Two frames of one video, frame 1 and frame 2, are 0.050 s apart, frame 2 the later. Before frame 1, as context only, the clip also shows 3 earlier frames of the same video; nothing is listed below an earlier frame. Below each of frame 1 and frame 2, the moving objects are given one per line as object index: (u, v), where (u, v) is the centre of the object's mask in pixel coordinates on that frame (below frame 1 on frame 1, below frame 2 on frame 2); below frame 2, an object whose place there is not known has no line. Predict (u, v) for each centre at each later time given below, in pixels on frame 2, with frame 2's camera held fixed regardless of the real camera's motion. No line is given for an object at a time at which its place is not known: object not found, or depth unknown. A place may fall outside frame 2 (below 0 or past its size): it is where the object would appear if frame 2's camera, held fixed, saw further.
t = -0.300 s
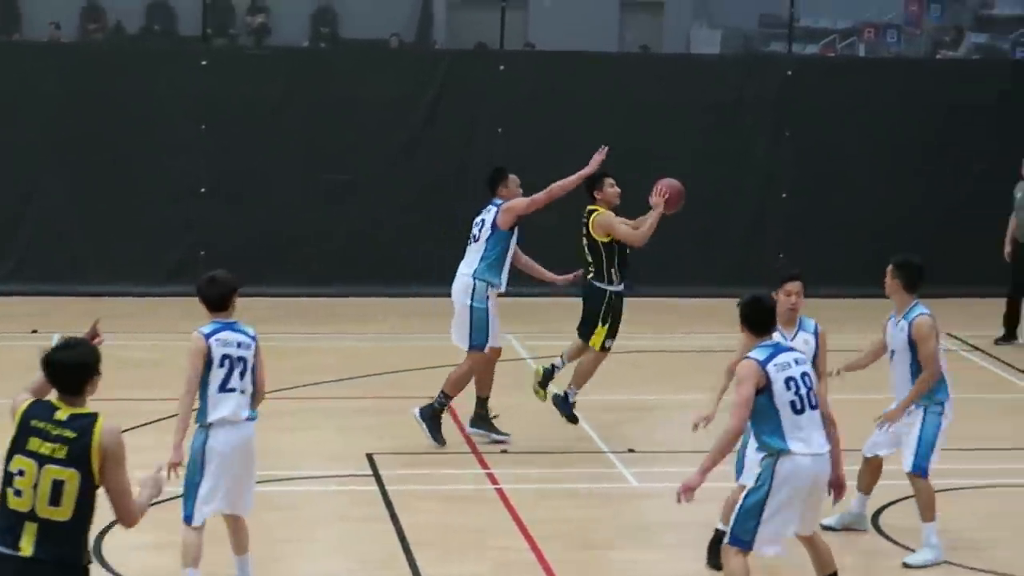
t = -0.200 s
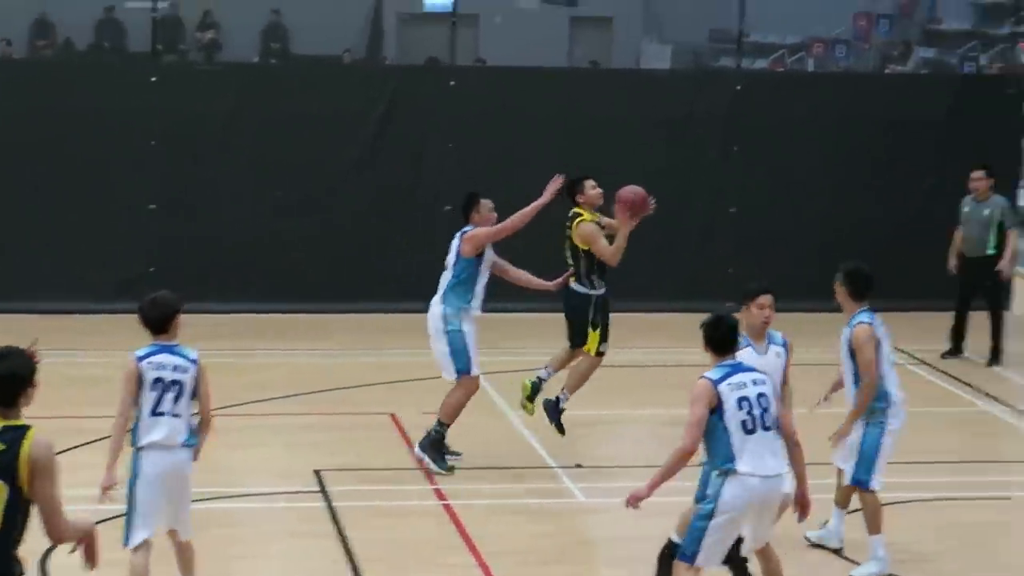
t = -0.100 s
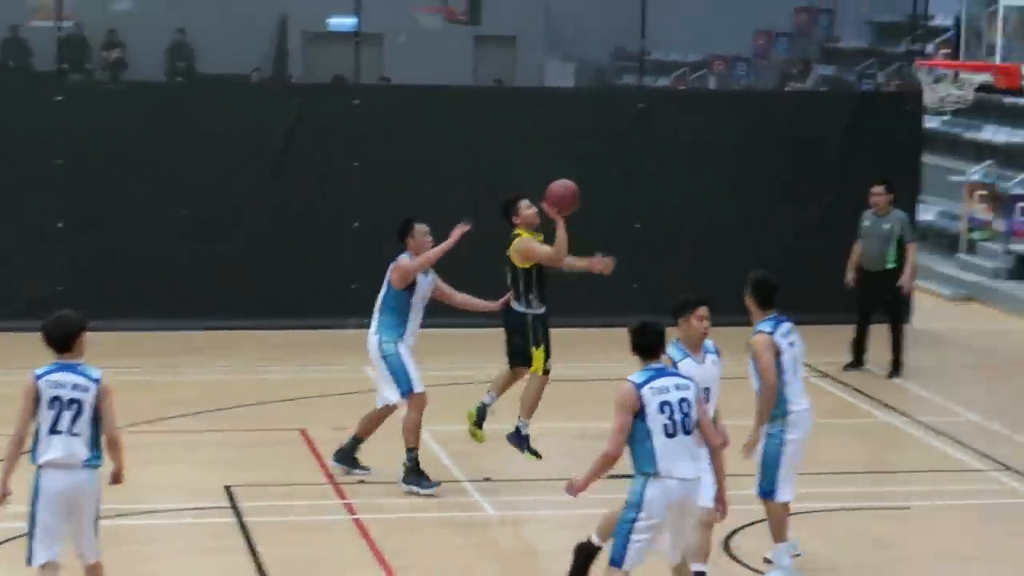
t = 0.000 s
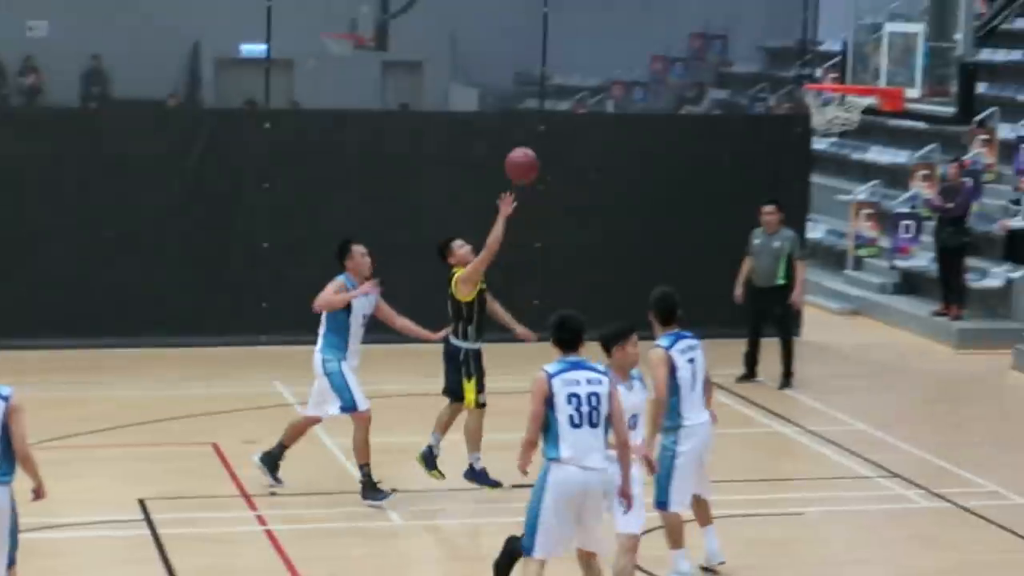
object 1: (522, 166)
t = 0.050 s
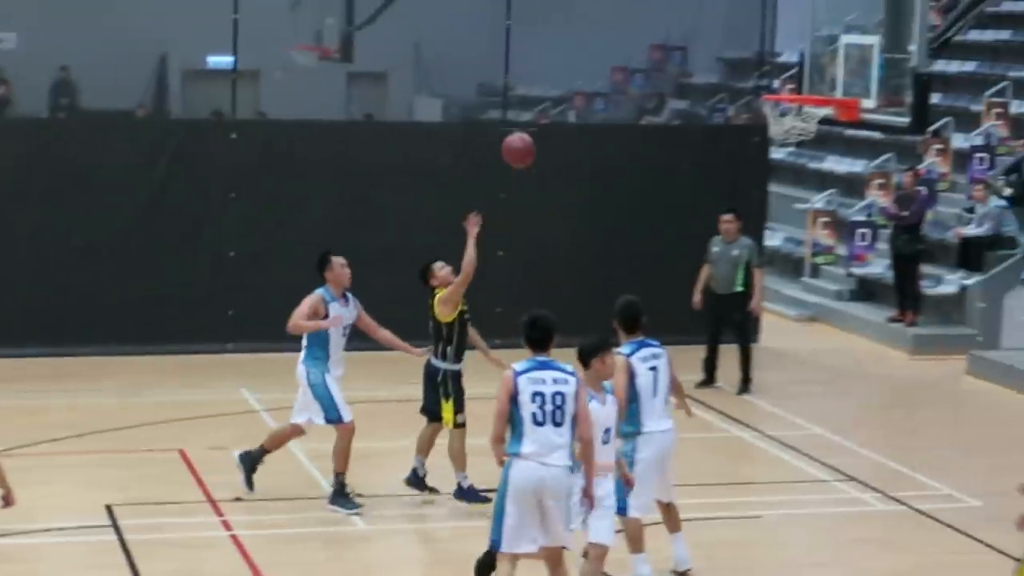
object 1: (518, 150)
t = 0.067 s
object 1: (530, 142)
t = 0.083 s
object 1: (542, 135)
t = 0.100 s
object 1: (553, 128)
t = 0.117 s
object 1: (565, 121)
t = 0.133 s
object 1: (576, 115)
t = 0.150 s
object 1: (587, 109)
